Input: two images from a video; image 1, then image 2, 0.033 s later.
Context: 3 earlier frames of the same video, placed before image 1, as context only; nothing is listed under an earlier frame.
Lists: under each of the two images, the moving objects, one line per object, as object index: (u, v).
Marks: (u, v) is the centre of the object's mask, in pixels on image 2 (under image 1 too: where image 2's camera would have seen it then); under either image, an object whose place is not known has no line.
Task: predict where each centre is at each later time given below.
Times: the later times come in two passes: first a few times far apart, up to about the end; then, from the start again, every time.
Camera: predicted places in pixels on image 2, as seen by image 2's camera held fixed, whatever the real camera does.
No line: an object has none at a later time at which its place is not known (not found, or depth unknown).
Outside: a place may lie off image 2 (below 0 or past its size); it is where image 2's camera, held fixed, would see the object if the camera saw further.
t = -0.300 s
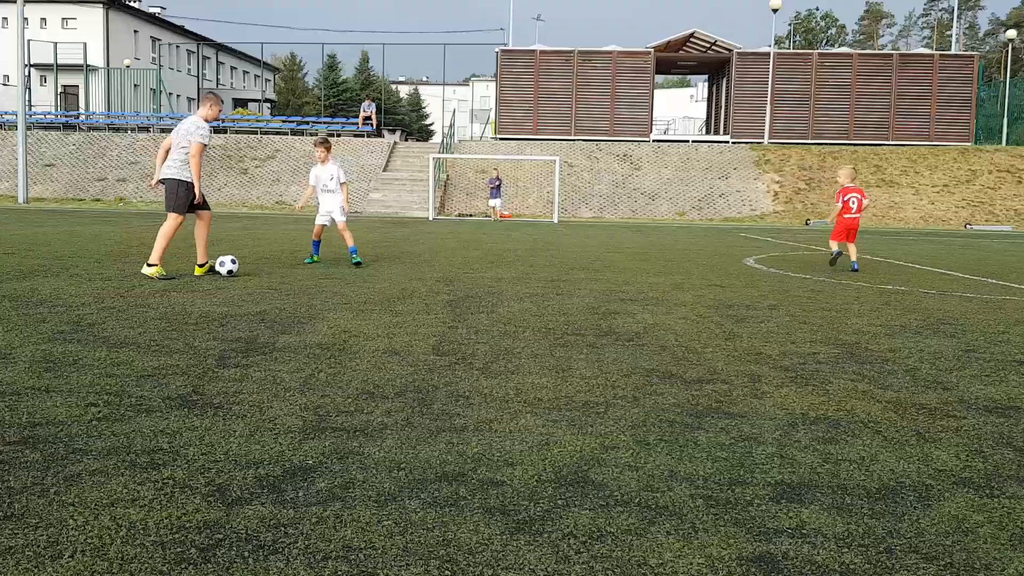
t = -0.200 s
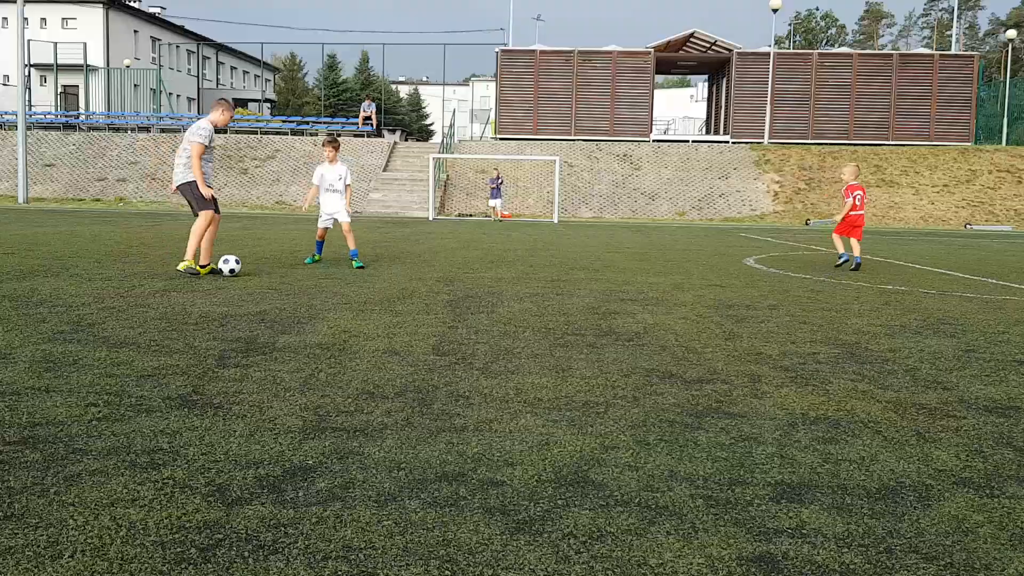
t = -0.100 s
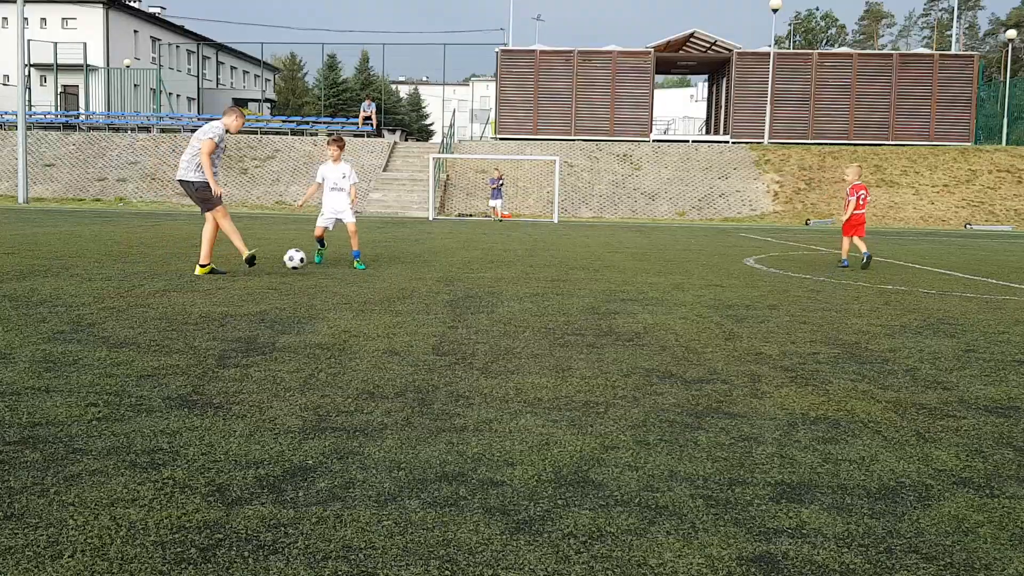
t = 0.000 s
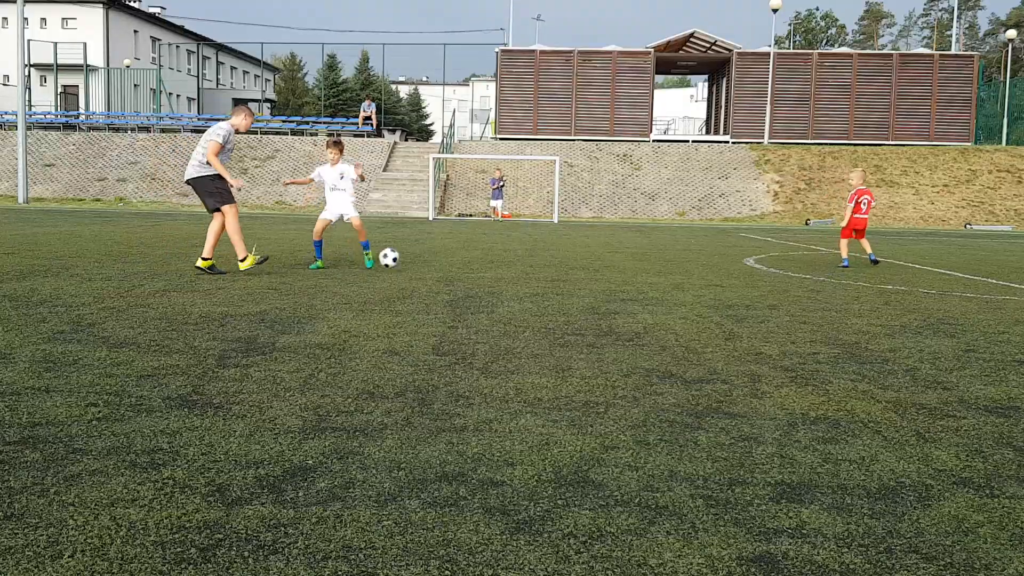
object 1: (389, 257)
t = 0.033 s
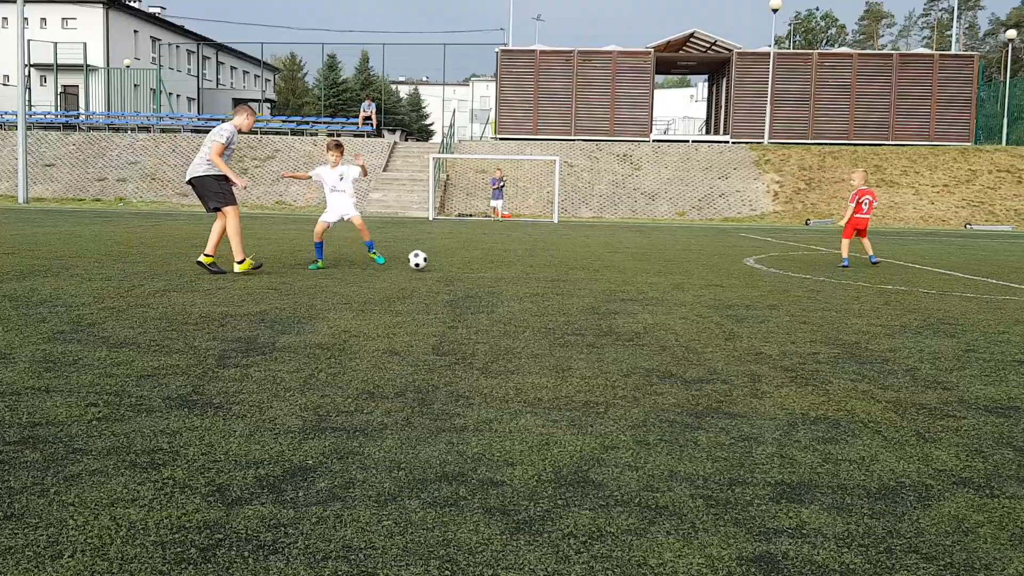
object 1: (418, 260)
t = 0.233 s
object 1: (548, 255)
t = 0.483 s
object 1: (656, 252)
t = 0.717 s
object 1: (727, 248)
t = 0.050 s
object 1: (432, 261)
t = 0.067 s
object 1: (444, 262)
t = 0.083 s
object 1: (456, 260)
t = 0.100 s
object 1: (467, 259)
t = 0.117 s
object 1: (477, 257)
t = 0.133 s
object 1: (488, 256)
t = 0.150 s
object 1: (498, 255)
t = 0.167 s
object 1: (508, 255)
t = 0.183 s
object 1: (519, 254)
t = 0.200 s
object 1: (529, 254)
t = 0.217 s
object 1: (538, 255)
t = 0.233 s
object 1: (548, 255)
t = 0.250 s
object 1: (557, 256)
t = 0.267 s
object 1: (567, 257)
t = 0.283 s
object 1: (575, 258)
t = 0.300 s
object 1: (583, 257)
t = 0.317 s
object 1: (590, 255)
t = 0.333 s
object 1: (597, 254)
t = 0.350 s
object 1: (604, 252)
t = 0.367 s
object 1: (610, 251)
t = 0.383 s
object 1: (617, 250)
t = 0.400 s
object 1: (624, 250)
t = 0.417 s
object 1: (630, 250)
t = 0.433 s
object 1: (637, 251)
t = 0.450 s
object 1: (643, 251)
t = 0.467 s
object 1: (649, 252)
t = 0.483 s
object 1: (656, 252)
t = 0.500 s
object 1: (662, 253)
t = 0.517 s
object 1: (668, 254)
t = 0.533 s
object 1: (674, 256)
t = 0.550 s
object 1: (679, 254)
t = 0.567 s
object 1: (684, 252)
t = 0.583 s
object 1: (689, 251)
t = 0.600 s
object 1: (694, 249)
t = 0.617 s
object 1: (699, 248)
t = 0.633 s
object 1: (704, 247)
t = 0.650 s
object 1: (709, 247)
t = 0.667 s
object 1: (714, 247)
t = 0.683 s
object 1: (718, 247)
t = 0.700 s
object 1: (723, 248)
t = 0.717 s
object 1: (727, 248)
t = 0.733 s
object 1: (732, 249)
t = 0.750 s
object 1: (737, 249)
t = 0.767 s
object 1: (741, 251)
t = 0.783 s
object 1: (746, 252)
